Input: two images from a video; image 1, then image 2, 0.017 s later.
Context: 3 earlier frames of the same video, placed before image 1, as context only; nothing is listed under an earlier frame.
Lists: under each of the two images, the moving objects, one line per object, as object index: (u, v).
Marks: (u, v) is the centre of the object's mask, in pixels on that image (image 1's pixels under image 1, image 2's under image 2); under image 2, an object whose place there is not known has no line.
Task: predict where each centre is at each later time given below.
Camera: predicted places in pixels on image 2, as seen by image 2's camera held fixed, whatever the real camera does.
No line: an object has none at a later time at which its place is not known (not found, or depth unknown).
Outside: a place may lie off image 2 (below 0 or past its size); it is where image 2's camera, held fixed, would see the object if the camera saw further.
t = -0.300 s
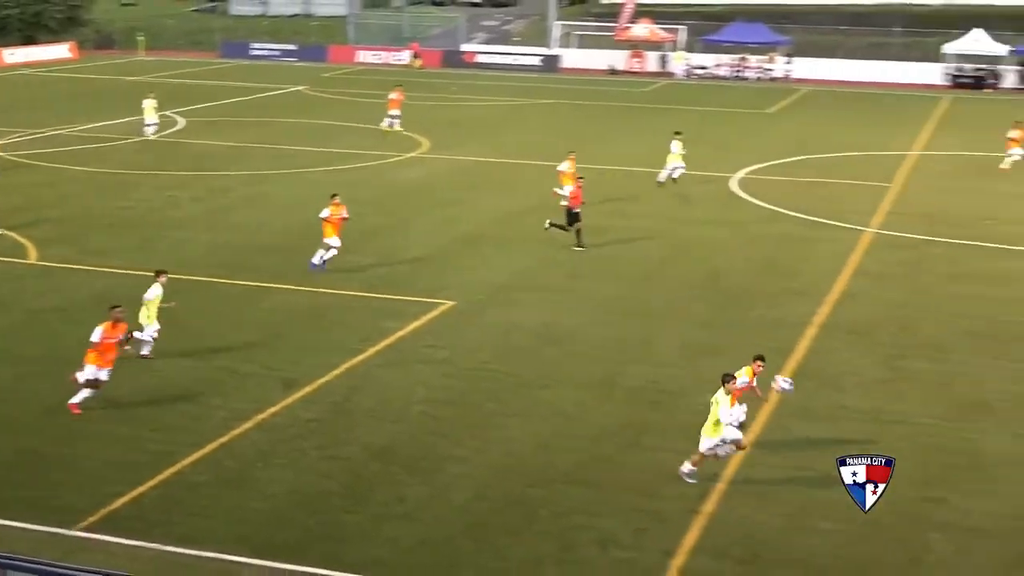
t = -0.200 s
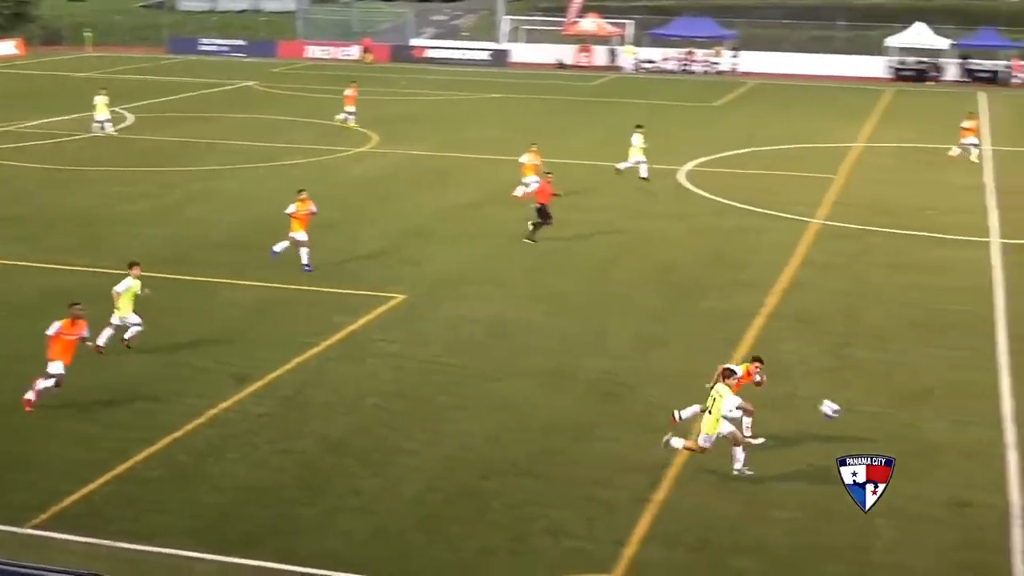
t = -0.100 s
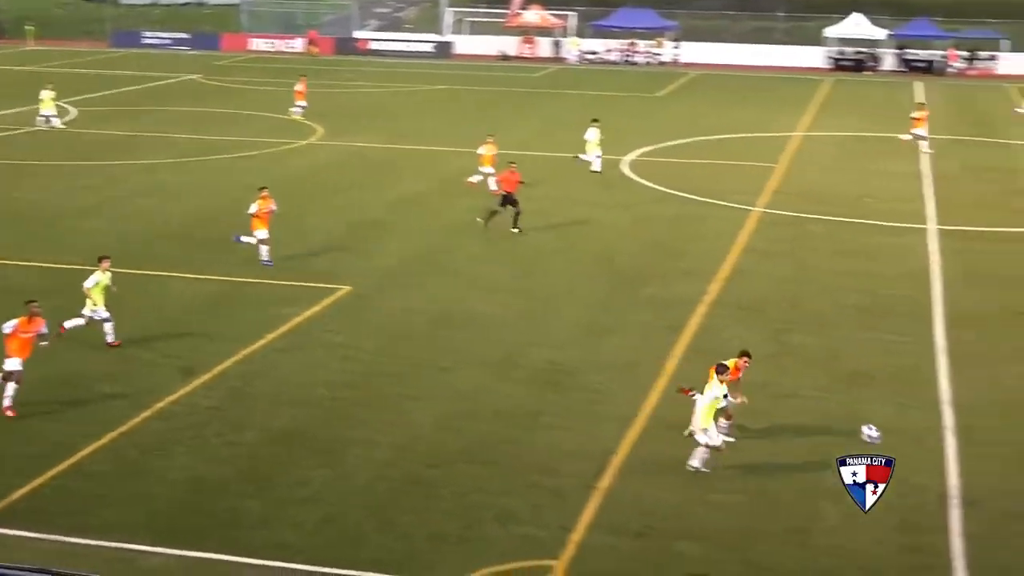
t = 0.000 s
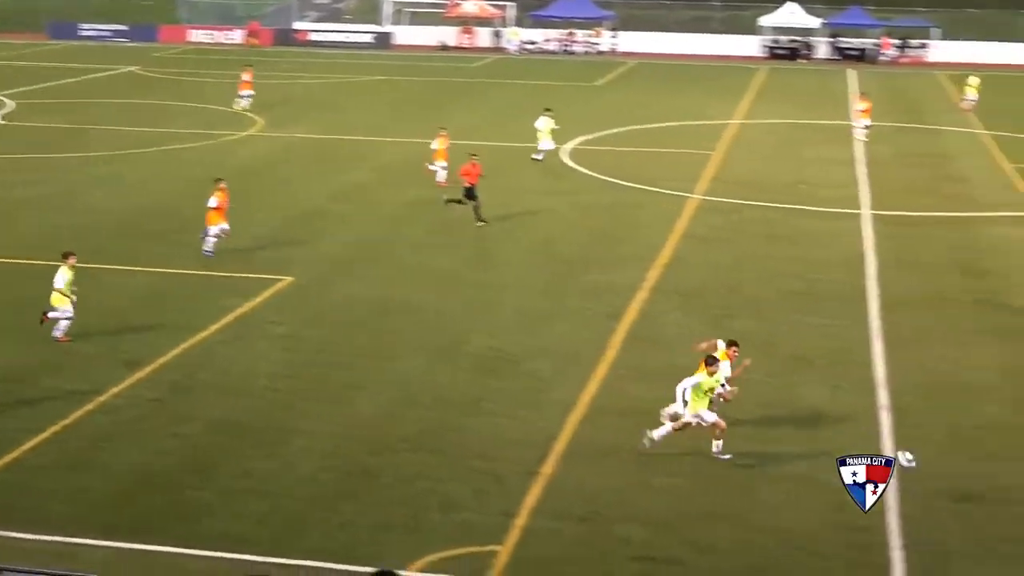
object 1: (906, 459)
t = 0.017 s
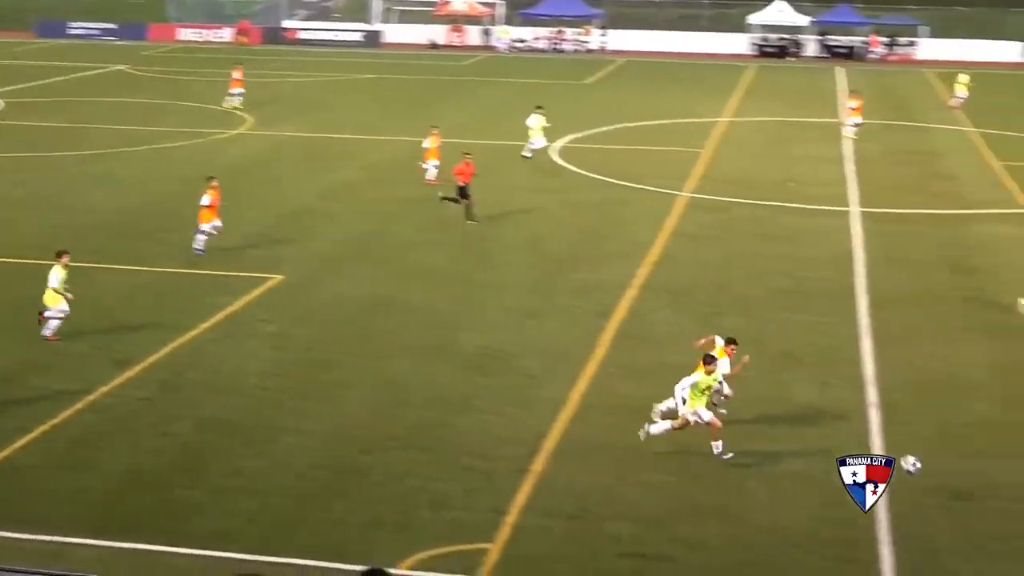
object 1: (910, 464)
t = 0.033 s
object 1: (927, 472)
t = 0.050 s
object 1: (944, 479)
